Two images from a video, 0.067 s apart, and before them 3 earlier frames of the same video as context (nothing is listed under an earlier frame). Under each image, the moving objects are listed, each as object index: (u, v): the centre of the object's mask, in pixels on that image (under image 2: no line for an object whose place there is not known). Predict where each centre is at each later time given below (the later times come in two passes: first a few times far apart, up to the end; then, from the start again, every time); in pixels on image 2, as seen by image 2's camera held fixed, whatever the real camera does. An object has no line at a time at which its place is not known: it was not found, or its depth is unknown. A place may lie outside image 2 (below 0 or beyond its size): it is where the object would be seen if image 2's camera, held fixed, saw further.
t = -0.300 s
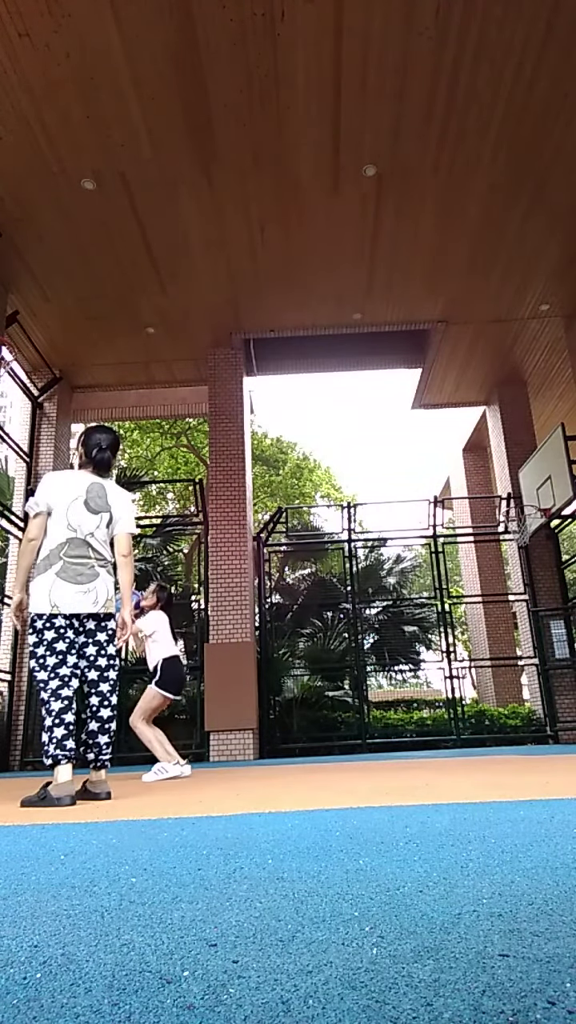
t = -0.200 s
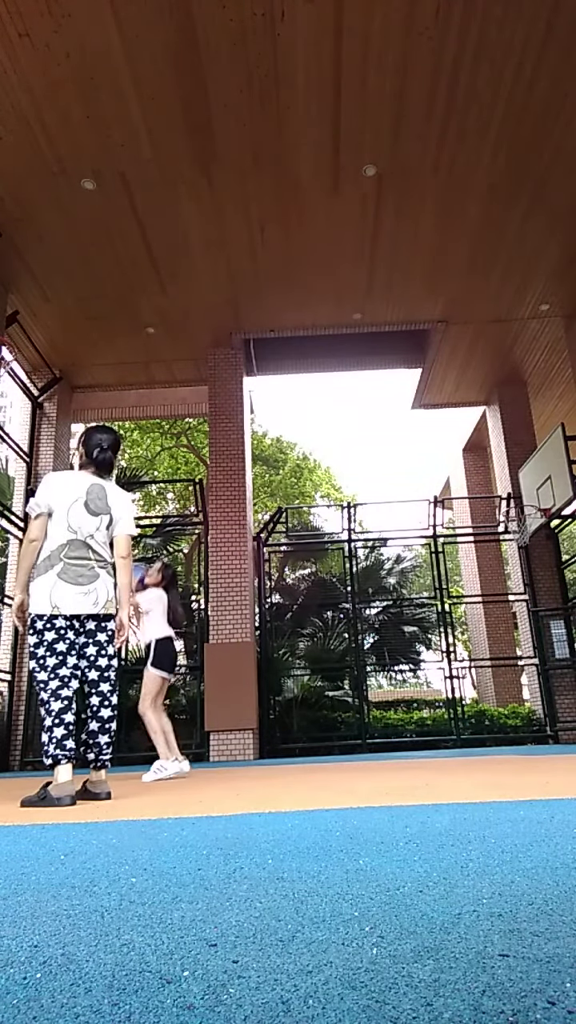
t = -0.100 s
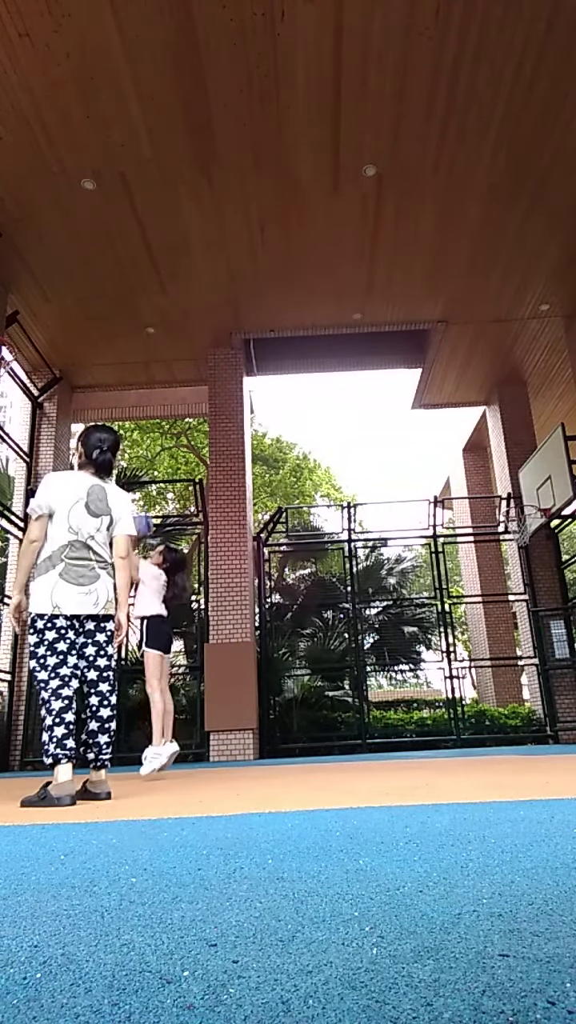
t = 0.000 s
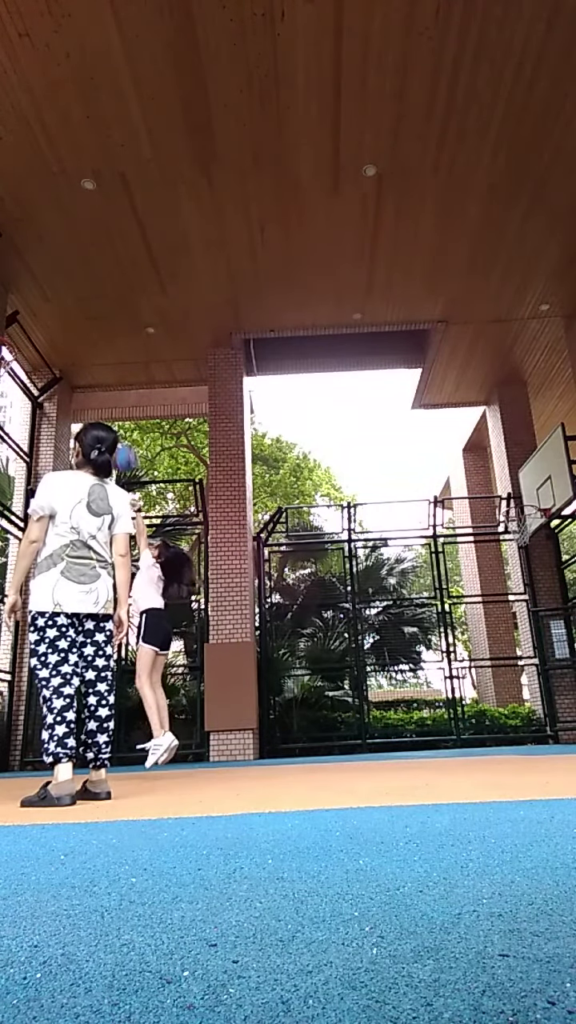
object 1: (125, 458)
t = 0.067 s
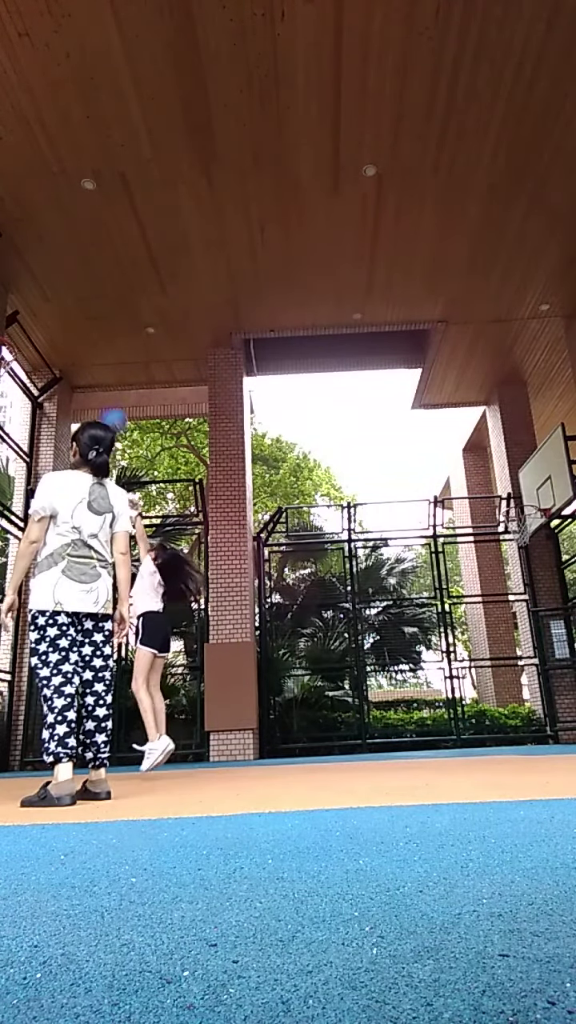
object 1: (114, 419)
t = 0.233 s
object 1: (88, 354)
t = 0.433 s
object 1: (57, 316)
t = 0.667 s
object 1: (19, 325)
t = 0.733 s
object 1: (10, 338)
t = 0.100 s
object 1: (108, 406)
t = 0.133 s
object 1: (102, 390)
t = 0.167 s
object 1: (97, 377)
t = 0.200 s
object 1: (92, 365)
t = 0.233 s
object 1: (88, 354)
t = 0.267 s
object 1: (83, 344)
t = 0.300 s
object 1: (78, 336)
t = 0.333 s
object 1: (73, 330)
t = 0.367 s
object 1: (67, 323)
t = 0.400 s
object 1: (63, 319)
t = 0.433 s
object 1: (57, 316)
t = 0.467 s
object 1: (53, 314)
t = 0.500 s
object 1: (48, 313)
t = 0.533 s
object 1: (44, 314)
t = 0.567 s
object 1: (37, 315)
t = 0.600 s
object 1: (31, 318)
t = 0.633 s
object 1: (23, 321)
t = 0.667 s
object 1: (19, 325)
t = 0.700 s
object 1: (13, 331)
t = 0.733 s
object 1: (10, 338)
